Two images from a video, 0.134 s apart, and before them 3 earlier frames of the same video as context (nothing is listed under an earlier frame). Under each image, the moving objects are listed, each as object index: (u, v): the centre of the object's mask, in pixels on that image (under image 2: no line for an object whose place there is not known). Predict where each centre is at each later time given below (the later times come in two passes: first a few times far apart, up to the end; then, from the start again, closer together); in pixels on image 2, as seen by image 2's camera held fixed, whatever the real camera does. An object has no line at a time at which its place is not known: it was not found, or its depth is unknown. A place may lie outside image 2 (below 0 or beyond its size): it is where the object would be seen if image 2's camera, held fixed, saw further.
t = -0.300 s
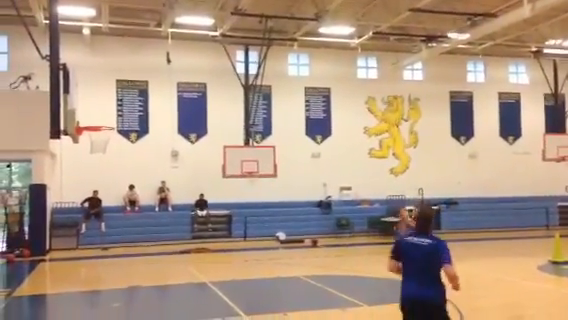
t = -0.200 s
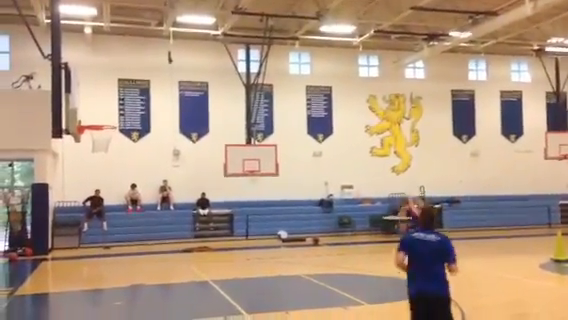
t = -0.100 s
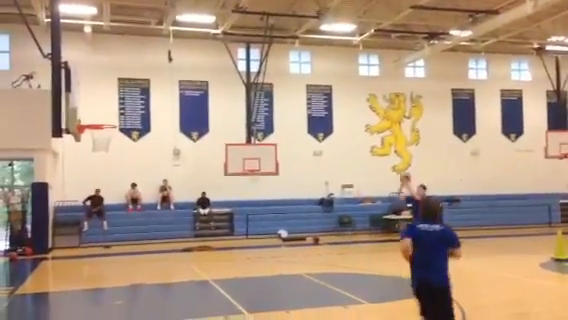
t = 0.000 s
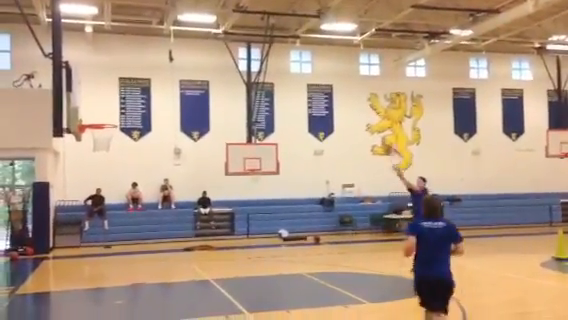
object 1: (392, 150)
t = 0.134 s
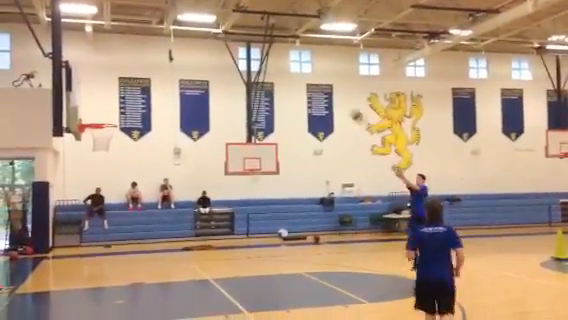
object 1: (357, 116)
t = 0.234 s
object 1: (335, 95)
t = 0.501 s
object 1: (270, 64)
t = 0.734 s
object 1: (210, 62)
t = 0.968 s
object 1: (149, 88)
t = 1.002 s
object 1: (138, 94)
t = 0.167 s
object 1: (349, 108)
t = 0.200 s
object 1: (341, 102)
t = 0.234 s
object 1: (335, 95)
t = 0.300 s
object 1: (318, 82)
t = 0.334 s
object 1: (309, 79)
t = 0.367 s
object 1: (301, 76)
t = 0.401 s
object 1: (293, 72)
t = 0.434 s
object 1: (285, 69)
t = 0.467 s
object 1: (277, 66)
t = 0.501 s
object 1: (270, 64)
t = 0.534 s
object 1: (263, 61)
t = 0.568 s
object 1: (252, 61)
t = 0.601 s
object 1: (244, 60)
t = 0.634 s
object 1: (235, 59)
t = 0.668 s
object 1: (227, 60)
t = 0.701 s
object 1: (219, 61)
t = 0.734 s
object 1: (210, 62)
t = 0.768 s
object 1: (201, 64)
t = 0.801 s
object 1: (193, 67)
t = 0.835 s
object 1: (184, 70)
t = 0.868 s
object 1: (175, 74)
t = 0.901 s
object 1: (165, 78)
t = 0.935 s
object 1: (158, 83)
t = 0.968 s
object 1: (149, 88)
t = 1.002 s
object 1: (138, 94)
